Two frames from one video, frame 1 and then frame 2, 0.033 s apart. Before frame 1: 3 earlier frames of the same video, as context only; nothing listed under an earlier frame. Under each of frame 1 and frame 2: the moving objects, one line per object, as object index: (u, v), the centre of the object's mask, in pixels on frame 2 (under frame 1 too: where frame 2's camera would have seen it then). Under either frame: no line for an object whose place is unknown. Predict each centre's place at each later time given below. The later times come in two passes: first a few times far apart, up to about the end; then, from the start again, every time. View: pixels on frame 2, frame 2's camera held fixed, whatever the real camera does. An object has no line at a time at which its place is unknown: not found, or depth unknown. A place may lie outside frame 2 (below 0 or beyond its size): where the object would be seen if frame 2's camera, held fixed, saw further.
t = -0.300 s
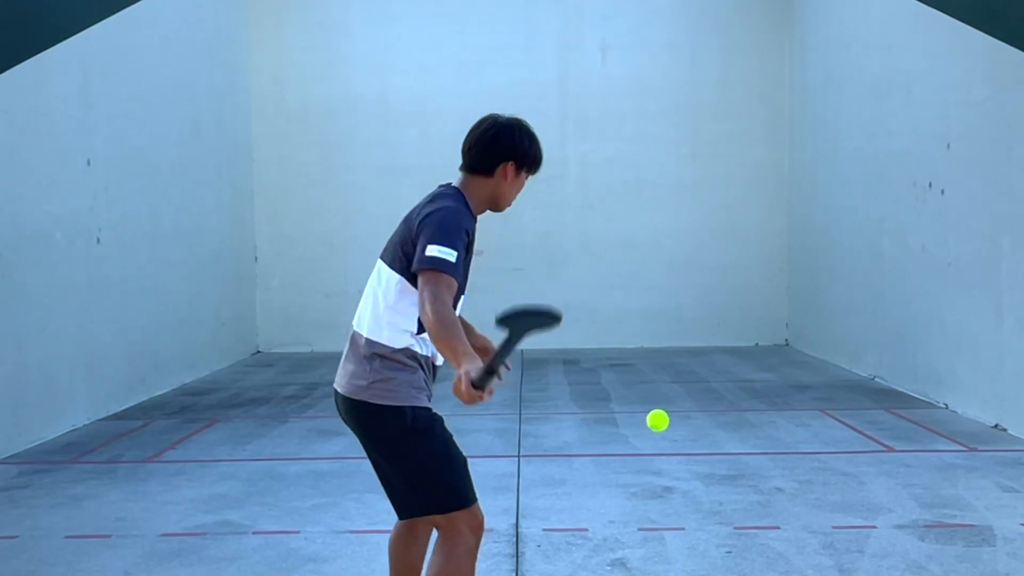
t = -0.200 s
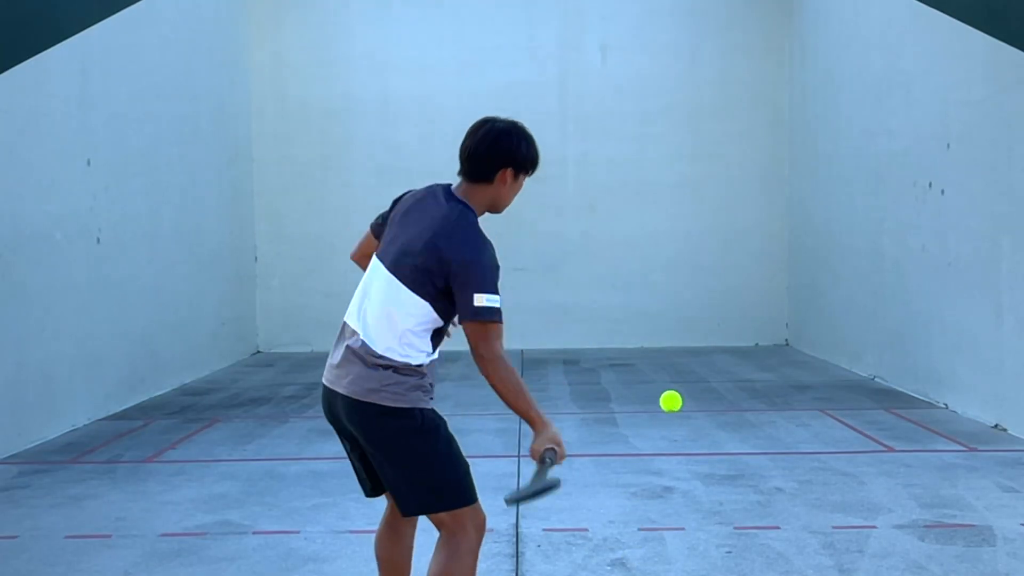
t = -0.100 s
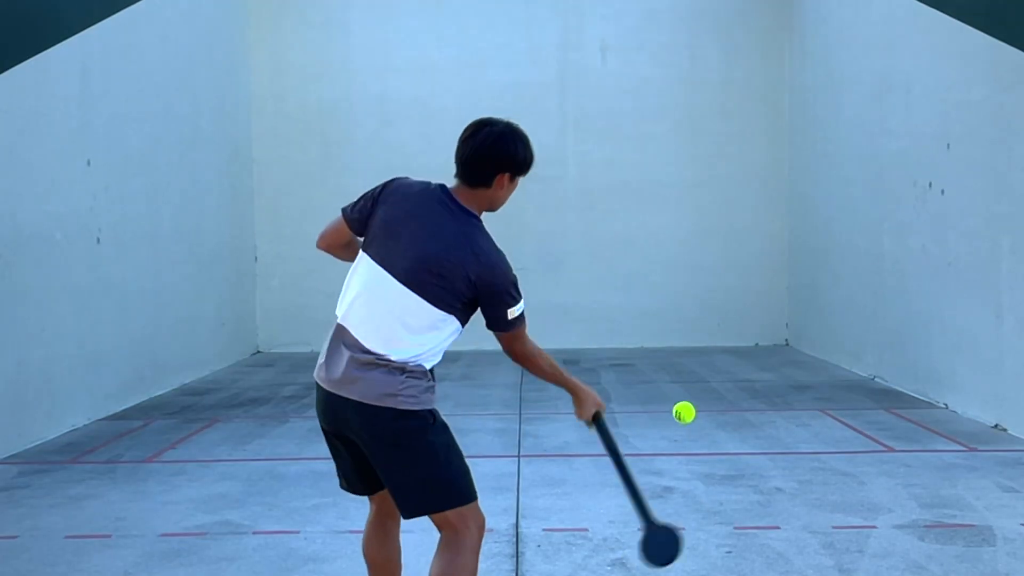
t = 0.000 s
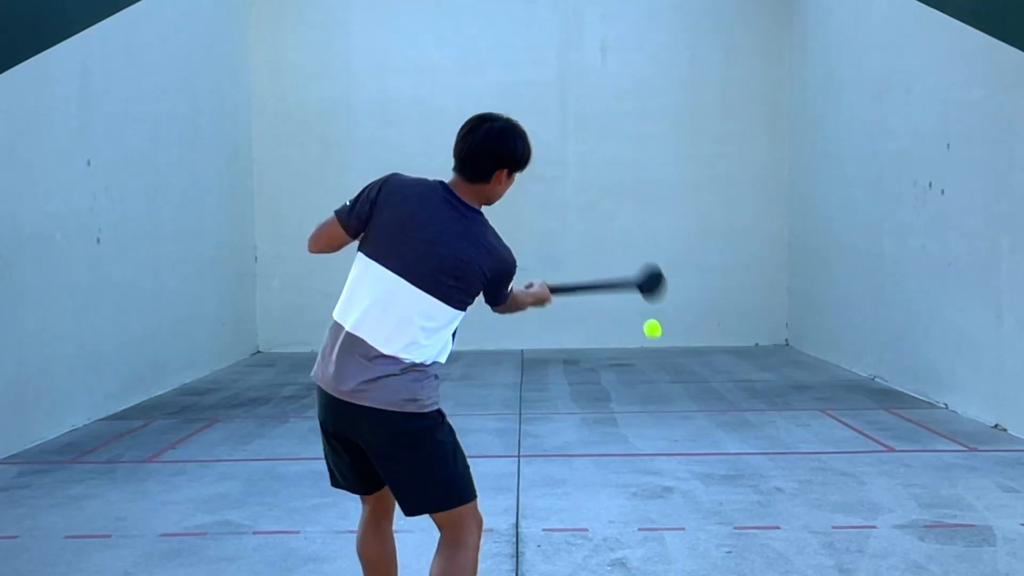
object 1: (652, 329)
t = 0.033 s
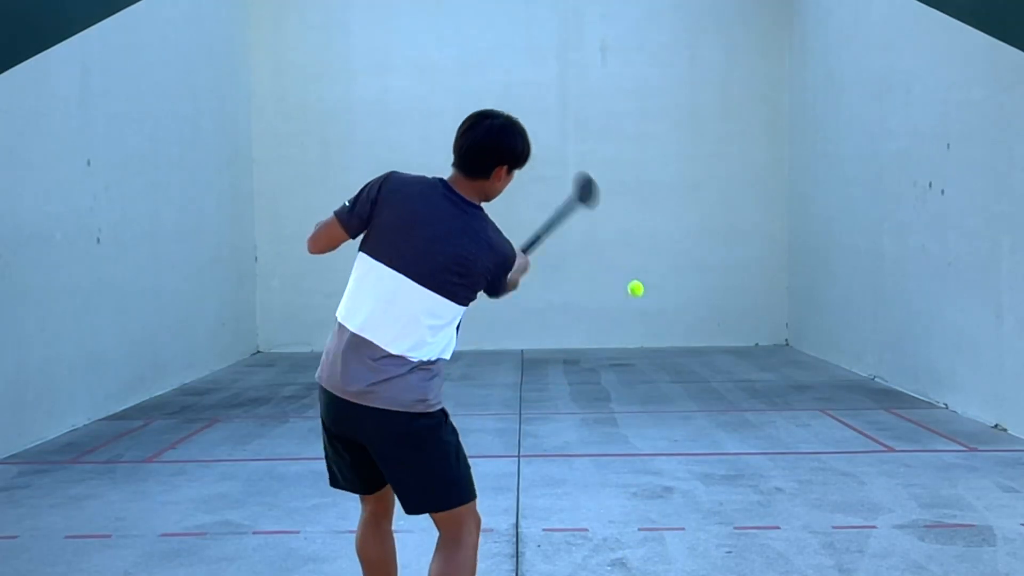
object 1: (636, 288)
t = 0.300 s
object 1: (577, 197)
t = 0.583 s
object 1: (568, 205)
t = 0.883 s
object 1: (582, 282)
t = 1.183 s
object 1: (605, 399)
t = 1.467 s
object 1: (638, 332)
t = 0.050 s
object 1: (629, 273)
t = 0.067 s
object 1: (623, 260)
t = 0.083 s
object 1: (617, 249)
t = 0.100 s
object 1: (612, 239)
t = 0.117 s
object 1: (607, 230)
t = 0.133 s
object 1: (603, 224)
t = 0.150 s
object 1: (599, 218)
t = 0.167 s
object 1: (596, 213)
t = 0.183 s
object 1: (593, 209)
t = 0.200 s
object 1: (590, 205)
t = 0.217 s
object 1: (588, 203)
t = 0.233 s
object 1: (585, 201)
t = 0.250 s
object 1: (583, 199)
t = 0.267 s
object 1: (581, 198)
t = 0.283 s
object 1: (579, 197)
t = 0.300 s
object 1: (577, 197)
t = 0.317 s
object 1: (576, 197)
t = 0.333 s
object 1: (574, 197)
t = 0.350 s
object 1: (573, 198)
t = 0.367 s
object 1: (571, 198)
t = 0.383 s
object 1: (570, 199)
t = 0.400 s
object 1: (568, 201)
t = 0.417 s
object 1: (567, 202)
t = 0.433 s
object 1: (566, 204)
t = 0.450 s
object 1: (565, 207)
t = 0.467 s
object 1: (565, 207)
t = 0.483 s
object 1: (566, 205)
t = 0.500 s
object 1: (566, 205)
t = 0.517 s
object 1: (566, 204)
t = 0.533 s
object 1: (567, 204)
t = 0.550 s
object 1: (568, 204)
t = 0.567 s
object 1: (568, 204)
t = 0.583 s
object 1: (568, 205)
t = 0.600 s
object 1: (569, 206)
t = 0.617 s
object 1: (570, 207)
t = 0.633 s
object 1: (570, 209)
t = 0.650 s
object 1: (571, 211)
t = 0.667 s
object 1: (571, 213)
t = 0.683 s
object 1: (572, 215)
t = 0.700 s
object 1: (572, 218)
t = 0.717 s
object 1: (573, 222)
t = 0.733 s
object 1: (574, 226)
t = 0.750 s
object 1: (575, 230)
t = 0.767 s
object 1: (576, 235)
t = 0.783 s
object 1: (576, 240)
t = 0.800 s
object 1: (577, 245)
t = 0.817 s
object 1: (578, 252)
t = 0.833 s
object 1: (579, 258)
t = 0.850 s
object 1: (580, 265)
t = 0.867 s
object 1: (581, 274)
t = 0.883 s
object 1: (582, 282)
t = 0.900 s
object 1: (583, 291)
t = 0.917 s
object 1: (584, 301)
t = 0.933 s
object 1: (585, 312)
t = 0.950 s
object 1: (586, 324)
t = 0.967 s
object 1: (587, 336)
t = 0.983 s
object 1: (589, 350)
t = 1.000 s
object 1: (590, 365)
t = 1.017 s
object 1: (591, 380)
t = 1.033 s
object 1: (593, 397)
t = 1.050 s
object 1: (594, 415)
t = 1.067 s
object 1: (596, 433)
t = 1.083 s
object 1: (597, 450)
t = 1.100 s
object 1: (599, 441)
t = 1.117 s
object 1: (600, 432)
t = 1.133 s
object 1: (601, 423)
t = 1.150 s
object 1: (602, 415)
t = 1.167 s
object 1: (604, 406)
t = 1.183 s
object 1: (605, 399)
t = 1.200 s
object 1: (606, 391)
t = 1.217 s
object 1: (608, 384)
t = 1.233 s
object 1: (610, 377)
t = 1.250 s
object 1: (611, 371)
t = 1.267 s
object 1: (613, 365)
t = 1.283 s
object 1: (614, 359)
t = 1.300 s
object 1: (616, 354)
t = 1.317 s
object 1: (618, 350)
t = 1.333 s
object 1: (620, 345)
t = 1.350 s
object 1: (622, 342)
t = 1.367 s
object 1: (624, 338)
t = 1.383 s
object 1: (626, 336)
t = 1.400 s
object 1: (628, 334)
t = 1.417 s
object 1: (631, 332)
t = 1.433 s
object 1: (633, 331)
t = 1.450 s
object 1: (635, 331)
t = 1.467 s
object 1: (638, 332)
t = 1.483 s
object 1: (640, 333)
